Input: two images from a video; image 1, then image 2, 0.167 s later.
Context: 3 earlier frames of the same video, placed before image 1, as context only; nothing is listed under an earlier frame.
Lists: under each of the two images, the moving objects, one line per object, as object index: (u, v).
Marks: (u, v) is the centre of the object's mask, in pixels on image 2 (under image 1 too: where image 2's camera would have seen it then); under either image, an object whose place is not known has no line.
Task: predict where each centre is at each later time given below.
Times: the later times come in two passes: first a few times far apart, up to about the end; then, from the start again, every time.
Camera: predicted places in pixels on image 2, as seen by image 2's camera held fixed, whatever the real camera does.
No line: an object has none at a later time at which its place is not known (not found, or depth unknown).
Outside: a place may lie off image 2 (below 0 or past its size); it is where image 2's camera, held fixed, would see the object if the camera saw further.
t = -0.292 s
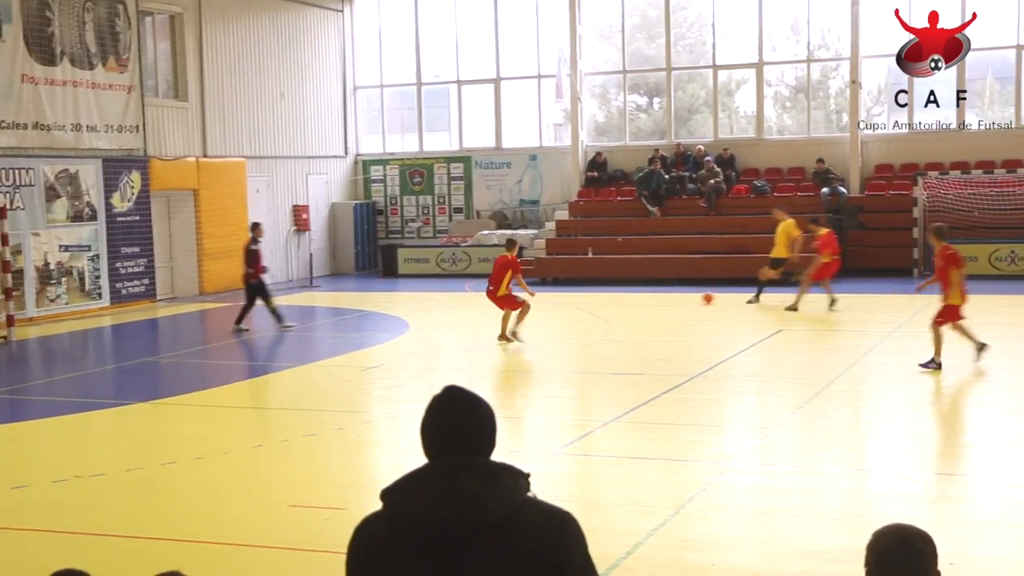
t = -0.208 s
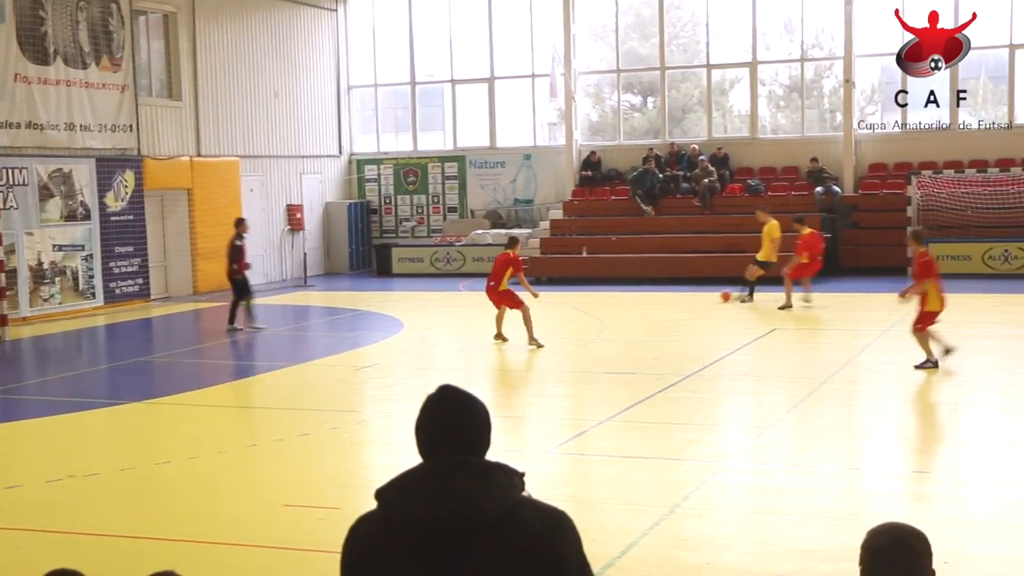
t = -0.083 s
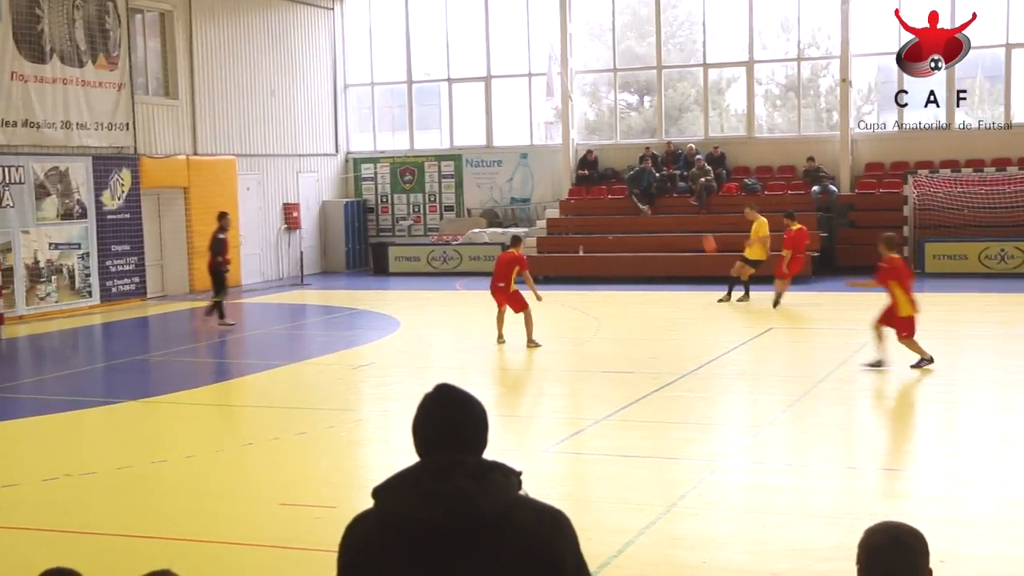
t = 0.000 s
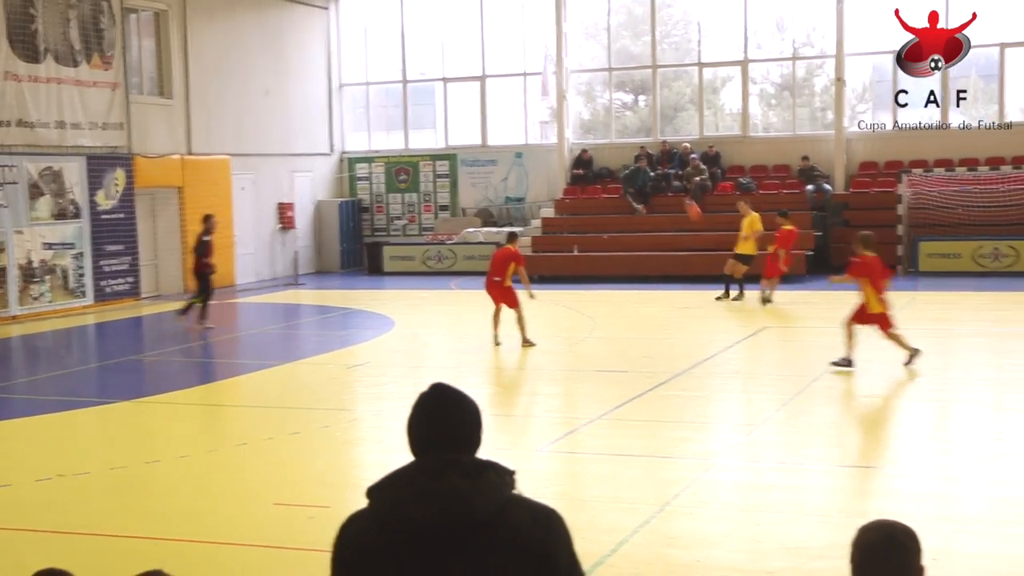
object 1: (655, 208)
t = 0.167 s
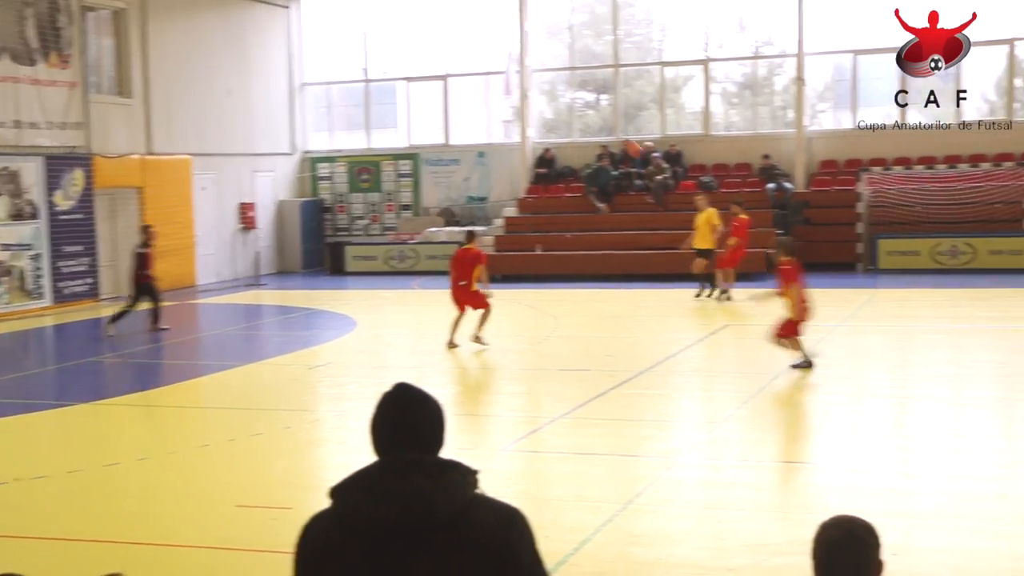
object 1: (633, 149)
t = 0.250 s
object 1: (621, 121)
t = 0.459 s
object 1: (592, 70)
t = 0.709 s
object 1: (558, 39)
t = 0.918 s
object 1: (529, 47)
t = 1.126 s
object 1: (499, 93)
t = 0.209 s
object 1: (626, 135)
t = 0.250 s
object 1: (621, 121)
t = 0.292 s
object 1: (615, 110)
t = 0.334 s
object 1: (610, 99)
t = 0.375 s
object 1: (605, 88)
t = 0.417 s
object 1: (598, 79)
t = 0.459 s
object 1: (592, 70)
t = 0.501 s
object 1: (586, 62)
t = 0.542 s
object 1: (581, 56)
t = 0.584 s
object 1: (575, 50)
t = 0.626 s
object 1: (569, 45)
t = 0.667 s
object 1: (563, 41)
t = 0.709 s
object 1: (558, 39)
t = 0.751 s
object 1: (552, 38)
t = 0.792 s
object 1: (546, 38)
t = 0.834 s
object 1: (541, 39)
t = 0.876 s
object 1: (535, 42)
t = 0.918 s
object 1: (529, 47)
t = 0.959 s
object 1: (523, 52)
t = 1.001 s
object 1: (516, 60)
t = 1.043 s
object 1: (512, 70)
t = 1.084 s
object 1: (505, 81)
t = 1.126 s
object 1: (499, 93)
